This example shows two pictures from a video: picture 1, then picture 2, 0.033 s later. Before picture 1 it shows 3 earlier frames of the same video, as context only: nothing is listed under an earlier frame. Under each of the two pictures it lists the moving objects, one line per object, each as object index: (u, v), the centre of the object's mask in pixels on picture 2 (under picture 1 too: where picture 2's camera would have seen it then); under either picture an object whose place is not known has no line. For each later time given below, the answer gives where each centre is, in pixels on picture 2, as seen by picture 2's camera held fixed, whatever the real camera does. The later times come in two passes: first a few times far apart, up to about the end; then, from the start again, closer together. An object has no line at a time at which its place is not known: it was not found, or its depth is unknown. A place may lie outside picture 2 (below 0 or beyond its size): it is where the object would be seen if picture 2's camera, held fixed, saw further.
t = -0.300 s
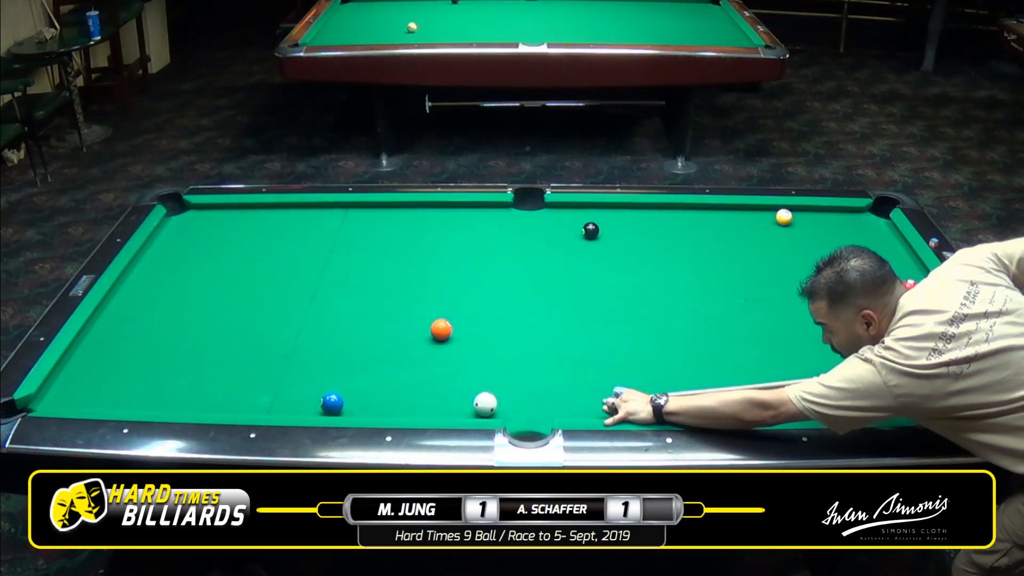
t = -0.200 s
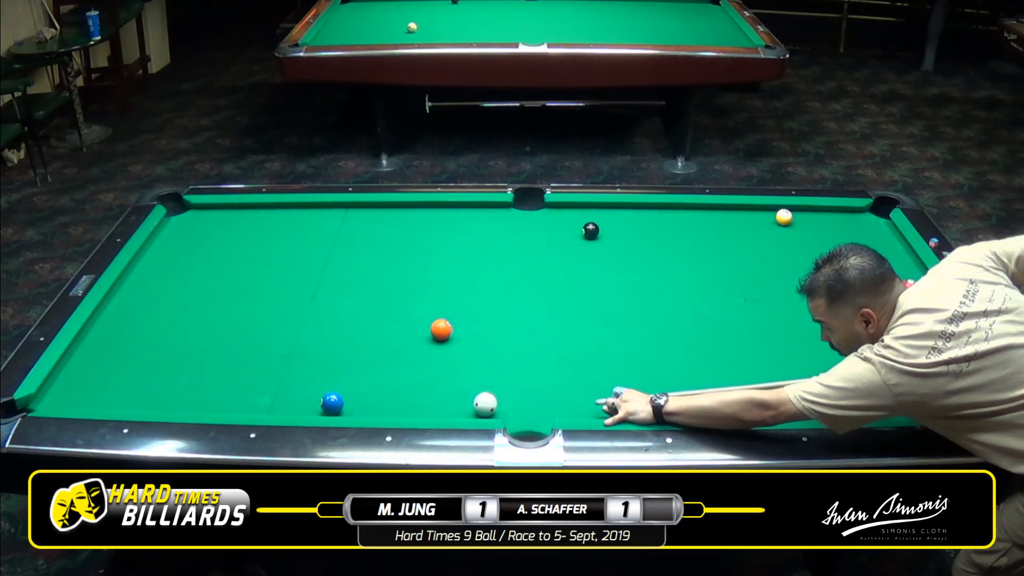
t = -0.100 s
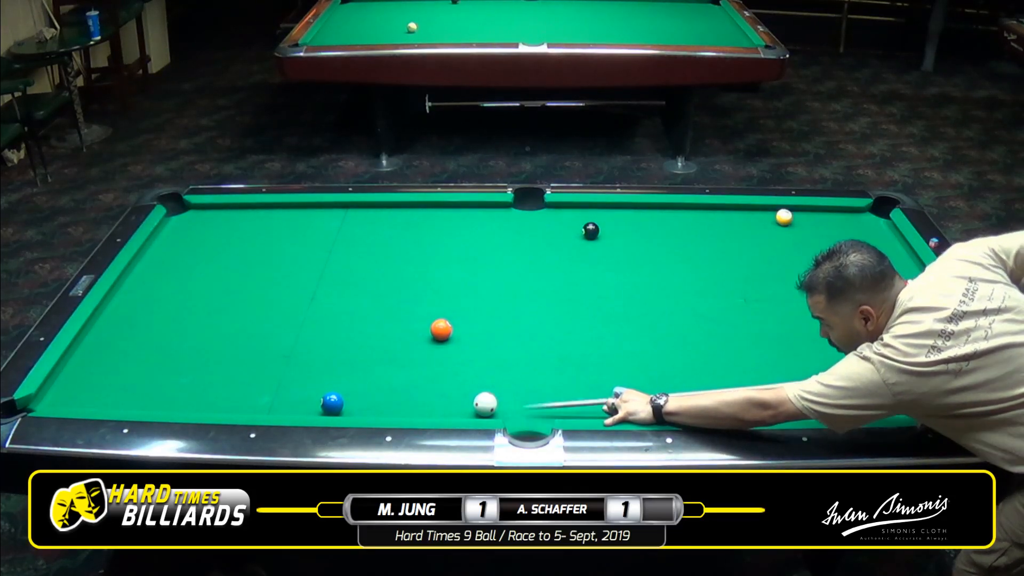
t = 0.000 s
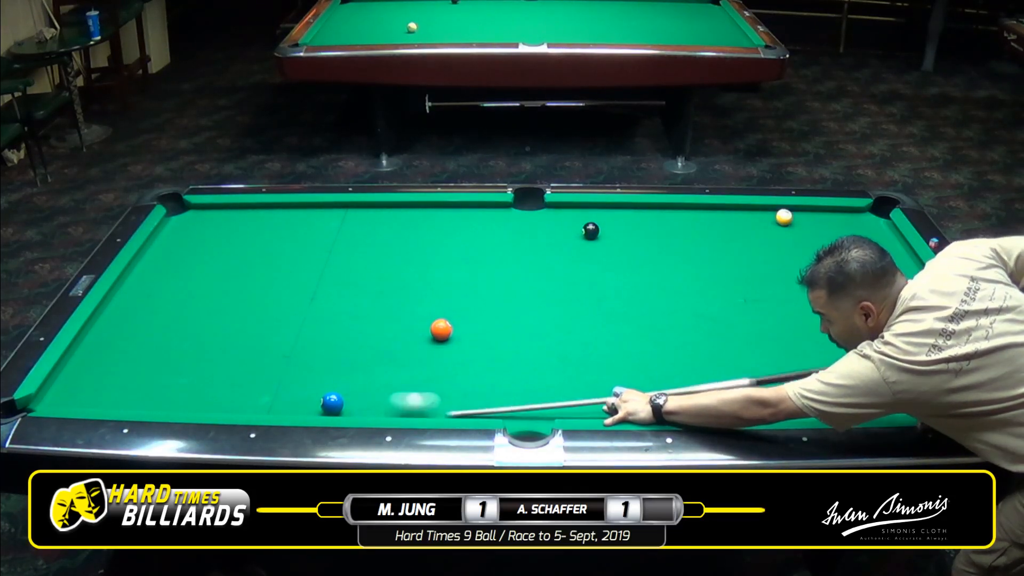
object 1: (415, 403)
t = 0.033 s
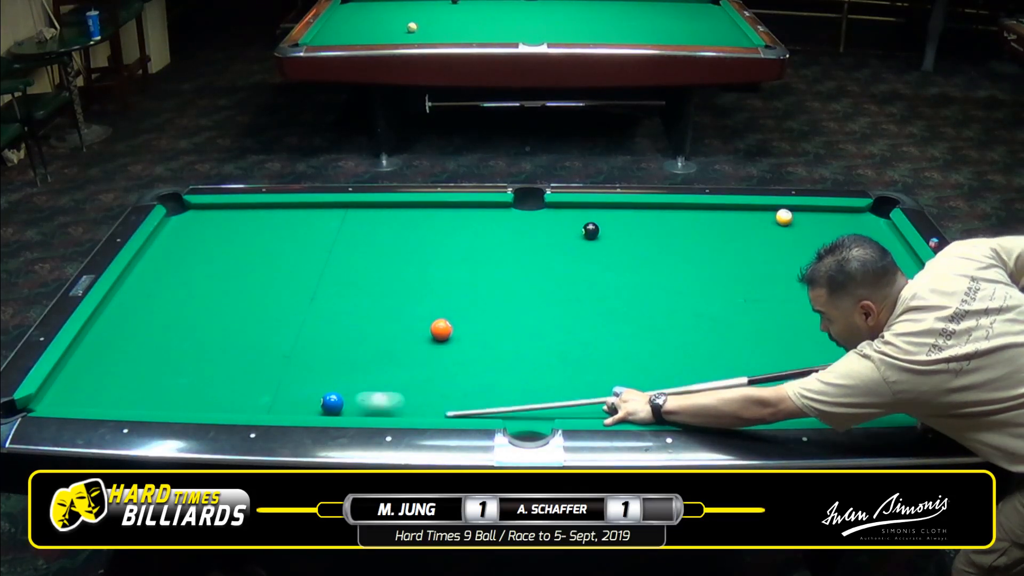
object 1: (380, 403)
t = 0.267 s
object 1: (382, 399)
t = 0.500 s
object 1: (427, 396)
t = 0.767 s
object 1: (475, 392)
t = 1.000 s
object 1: (516, 389)
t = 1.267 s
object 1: (558, 386)
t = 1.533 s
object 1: (598, 383)
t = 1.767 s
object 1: (630, 379)
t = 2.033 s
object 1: (663, 376)
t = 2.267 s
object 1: (691, 373)
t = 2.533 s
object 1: (719, 371)
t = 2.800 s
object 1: (744, 369)
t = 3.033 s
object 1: (763, 367)
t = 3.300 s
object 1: (782, 366)
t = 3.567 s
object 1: (799, 364)
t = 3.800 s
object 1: (813, 364)
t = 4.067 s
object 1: (825, 363)
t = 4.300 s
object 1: (834, 362)
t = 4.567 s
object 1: (843, 362)
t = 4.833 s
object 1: (851, 361)
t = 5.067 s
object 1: (853, 362)
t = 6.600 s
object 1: (854, 362)
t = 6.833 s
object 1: (854, 362)
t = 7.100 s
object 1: (854, 362)
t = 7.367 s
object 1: (854, 362)
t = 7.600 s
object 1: (854, 362)
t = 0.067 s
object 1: (356, 402)
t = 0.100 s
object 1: (357, 402)
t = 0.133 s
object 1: (359, 401)
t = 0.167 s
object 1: (363, 401)
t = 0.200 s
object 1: (368, 400)
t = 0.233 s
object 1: (375, 399)
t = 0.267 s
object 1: (382, 399)
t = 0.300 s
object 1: (388, 398)
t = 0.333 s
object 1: (395, 399)
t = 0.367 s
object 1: (401, 398)
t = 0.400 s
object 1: (408, 397)
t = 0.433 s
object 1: (414, 397)
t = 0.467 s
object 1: (420, 396)
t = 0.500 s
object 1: (427, 396)
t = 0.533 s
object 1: (433, 395)
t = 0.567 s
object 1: (439, 395)
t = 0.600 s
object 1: (445, 394)
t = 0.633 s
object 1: (451, 394)
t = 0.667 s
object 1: (458, 394)
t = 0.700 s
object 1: (463, 393)
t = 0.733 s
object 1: (470, 393)
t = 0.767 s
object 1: (475, 392)
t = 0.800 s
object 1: (481, 392)
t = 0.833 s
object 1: (487, 391)
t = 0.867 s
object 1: (493, 391)
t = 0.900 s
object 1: (498, 390)
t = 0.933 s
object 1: (504, 390)
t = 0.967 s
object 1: (510, 389)
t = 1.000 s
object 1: (516, 389)
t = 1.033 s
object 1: (521, 389)
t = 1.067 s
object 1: (526, 388)
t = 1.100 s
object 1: (532, 388)
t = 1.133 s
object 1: (537, 388)
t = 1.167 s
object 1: (542, 387)
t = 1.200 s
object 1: (548, 387)
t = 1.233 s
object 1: (553, 386)
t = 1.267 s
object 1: (558, 386)
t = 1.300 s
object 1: (563, 385)
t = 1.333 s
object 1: (569, 385)
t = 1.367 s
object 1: (573, 385)
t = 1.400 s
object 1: (578, 384)
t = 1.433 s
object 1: (583, 384)
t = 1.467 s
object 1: (588, 383)
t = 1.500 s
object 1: (593, 383)
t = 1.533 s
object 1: (598, 383)
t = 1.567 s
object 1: (602, 382)
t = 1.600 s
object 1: (607, 382)
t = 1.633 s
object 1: (612, 381)
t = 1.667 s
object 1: (616, 381)
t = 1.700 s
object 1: (621, 380)
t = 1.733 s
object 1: (625, 380)
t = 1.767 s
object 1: (630, 379)
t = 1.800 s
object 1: (634, 379)
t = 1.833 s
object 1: (639, 379)
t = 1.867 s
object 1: (643, 378)
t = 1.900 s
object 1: (647, 378)
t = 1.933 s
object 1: (651, 377)
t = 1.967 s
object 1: (655, 377)
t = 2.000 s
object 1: (659, 377)
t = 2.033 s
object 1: (663, 376)
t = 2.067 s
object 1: (667, 376)
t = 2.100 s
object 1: (671, 375)
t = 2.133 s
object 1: (675, 375)
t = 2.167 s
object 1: (679, 375)
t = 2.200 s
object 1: (683, 374)
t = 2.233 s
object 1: (687, 374)
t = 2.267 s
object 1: (691, 373)
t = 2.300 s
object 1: (694, 373)
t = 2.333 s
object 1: (698, 373)
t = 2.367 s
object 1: (701, 372)
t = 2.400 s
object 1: (705, 372)
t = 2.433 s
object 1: (708, 372)
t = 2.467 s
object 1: (712, 372)
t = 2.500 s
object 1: (715, 371)
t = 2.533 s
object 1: (719, 371)
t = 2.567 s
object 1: (722, 371)
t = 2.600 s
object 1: (725, 370)
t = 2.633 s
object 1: (728, 370)
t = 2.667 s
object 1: (731, 370)
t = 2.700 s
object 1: (735, 370)
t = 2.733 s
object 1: (738, 369)
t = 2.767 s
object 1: (740, 369)
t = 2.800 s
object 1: (744, 369)
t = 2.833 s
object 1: (746, 369)
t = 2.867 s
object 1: (749, 369)
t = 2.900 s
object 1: (752, 368)
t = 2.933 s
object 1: (755, 368)
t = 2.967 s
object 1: (758, 368)
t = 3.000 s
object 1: (760, 368)
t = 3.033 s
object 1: (763, 367)
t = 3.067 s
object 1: (765, 367)
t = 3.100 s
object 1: (768, 367)
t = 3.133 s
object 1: (770, 366)
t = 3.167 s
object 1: (773, 367)
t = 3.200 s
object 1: (775, 366)
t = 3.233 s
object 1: (777, 366)
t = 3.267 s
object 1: (780, 366)
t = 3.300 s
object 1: (782, 366)
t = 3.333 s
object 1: (784, 365)
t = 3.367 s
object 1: (787, 365)
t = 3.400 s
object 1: (789, 365)
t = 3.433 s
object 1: (791, 365)
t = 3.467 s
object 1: (793, 365)
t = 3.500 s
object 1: (795, 365)
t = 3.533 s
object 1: (797, 365)
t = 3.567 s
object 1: (799, 364)
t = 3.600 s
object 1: (801, 364)
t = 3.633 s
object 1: (803, 364)
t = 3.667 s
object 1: (805, 364)
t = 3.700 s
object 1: (807, 364)
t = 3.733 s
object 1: (809, 364)
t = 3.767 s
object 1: (811, 364)
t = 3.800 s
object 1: (813, 364)
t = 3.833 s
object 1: (814, 363)
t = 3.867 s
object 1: (816, 363)
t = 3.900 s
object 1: (817, 363)
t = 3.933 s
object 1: (819, 363)
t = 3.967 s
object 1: (820, 363)
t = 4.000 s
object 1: (822, 363)
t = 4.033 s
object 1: (823, 363)
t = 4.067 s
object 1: (825, 363)
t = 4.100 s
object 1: (826, 363)
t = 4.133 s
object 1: (828, 363)
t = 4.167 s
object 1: (829, 362)
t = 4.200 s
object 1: (830, 362)
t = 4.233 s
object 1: (832, 362)
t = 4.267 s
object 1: (833, 362)
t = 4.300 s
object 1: (834, 362)
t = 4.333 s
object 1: (835, 362)
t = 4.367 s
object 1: (836, 362)
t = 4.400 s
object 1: (837, 362)
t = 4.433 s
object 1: (839, 362)
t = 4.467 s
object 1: (840, 362)
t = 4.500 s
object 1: (841, 362)
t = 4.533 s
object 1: (842, 362)
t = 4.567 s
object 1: (843, 362)
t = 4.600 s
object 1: (843, 362)
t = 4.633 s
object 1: (845, 362)
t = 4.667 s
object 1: (845, 362)
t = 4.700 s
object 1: (846, 362)
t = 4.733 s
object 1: (847, 362)
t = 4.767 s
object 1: (845, 362)
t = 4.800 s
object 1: (847, 362)
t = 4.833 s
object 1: (851, 361)
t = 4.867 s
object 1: (850, 361)
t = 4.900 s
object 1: (850, 362)
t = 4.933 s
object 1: (851, 362)
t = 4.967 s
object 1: (851, 362)
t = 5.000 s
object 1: (852, 361)
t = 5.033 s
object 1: (852, 362)
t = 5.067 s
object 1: (853, 362)
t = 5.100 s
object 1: (853, 362)
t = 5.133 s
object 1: (853, 362)
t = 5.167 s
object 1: (853, 362)
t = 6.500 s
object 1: (853, 361)
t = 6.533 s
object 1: (854, 361)
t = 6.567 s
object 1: (854, 362)
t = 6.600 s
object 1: (854, 362)
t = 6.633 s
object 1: (854, 362)
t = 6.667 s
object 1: (854, 362)
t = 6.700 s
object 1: (854, 362)
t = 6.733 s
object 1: (854, 361)
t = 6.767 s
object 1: (854, 362)
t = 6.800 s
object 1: (854, 362)
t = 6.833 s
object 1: (854, 362)
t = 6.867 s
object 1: (854, 361)
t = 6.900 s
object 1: (854, 361)
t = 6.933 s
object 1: (854, 361)
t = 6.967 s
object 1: (854, 361)
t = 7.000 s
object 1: (854, 361)
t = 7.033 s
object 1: (854, 361)
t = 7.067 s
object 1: (854, 361)
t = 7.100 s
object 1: (854, 362)
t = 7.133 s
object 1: (854, 362)
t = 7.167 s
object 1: (854, 361)
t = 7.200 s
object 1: (854, 361)
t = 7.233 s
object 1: (854, 361)
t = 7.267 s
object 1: (854, 361)
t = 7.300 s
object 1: (854, 362)
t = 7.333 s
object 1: (854, 362)
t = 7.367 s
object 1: (854, 362)
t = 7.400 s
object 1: (854, 362)
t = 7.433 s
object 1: (854, 362)
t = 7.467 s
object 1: (854, 362)
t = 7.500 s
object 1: (854, 362)
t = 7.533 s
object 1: (854, 362)
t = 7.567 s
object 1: (854, 362)
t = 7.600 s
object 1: (854, 362)
